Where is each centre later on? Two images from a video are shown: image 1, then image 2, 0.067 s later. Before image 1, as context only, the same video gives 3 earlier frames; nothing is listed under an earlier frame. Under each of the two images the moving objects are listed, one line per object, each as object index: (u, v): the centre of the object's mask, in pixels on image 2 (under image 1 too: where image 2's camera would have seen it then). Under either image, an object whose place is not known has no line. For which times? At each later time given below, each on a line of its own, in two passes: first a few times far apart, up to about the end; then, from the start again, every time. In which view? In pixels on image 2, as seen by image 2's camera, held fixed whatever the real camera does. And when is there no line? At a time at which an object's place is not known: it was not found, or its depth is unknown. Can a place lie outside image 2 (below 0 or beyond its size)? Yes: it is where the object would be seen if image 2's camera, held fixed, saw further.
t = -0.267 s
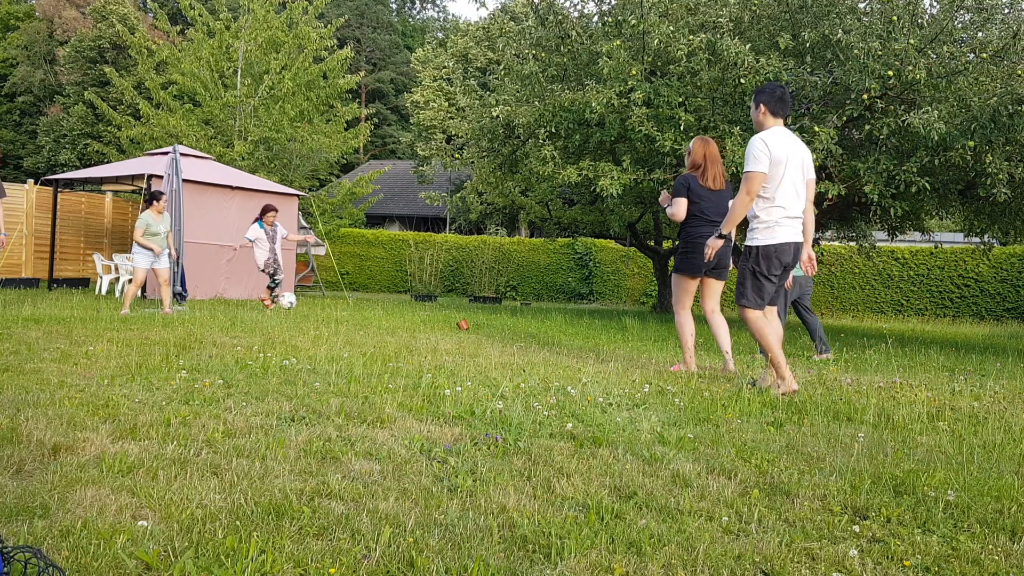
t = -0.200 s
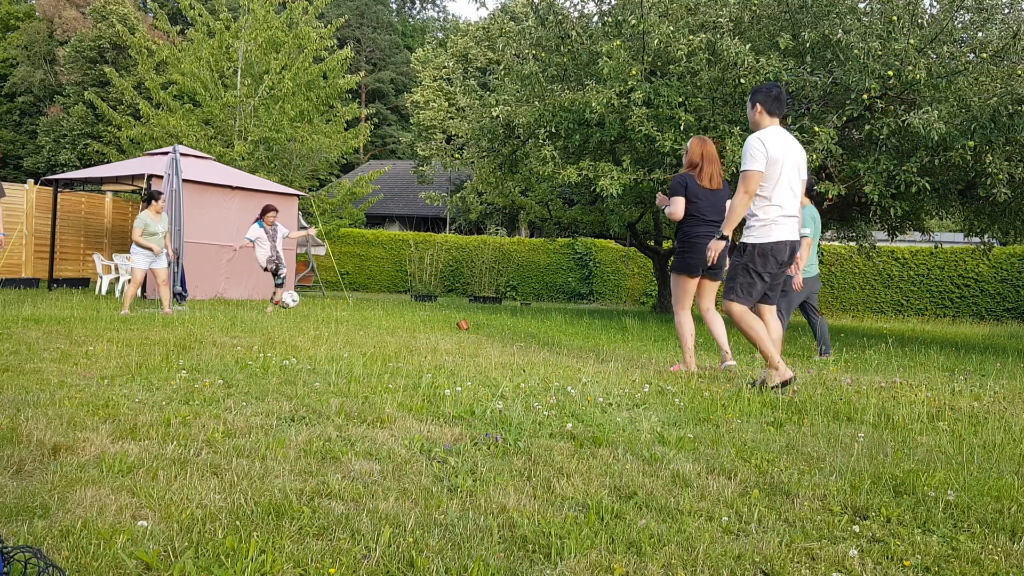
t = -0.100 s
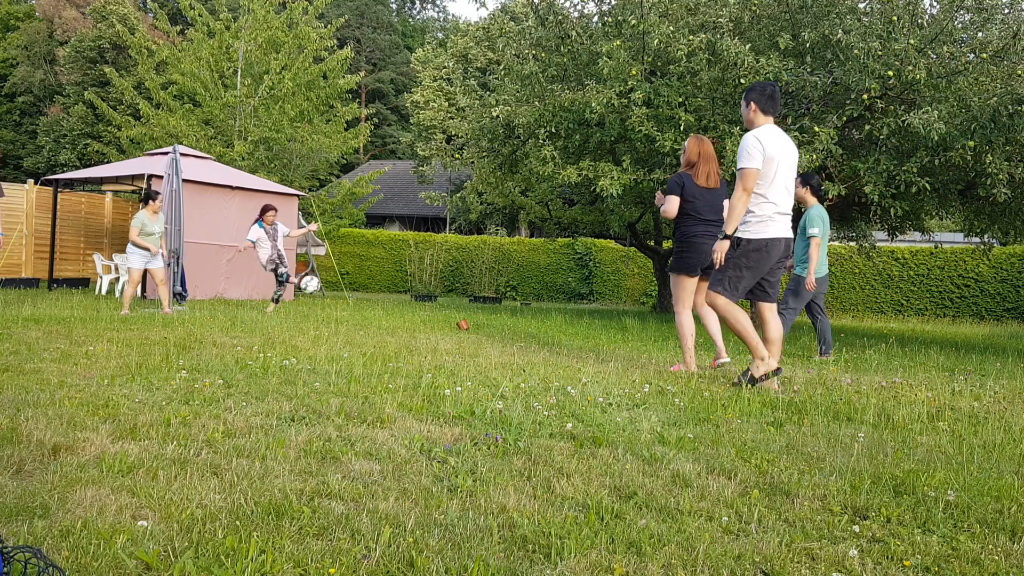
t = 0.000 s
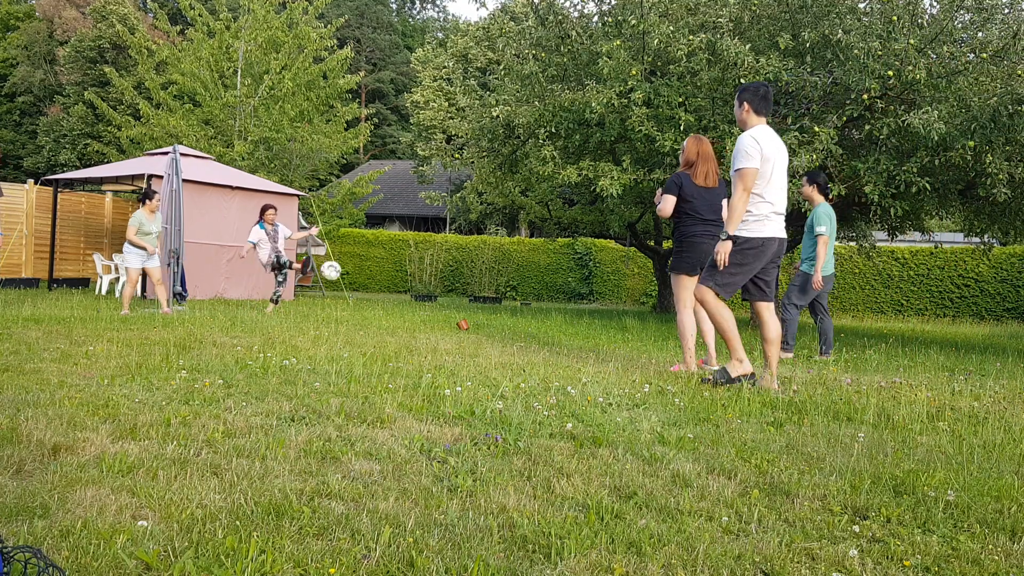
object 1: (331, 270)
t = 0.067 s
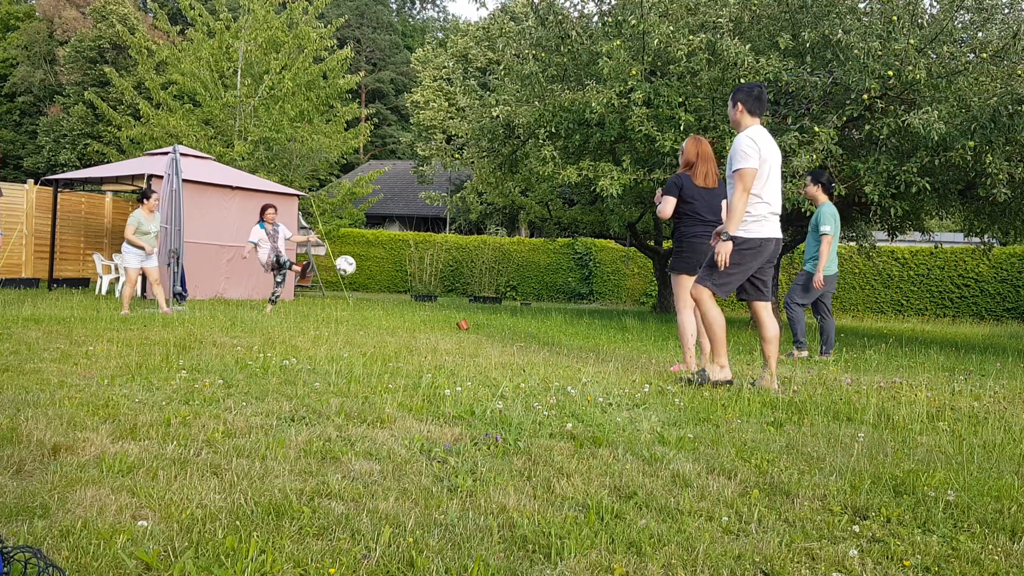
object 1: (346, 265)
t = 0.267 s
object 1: (391, 277)
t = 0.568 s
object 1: (459, 320)
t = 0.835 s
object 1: (507, 347)
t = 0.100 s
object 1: (352, 264)
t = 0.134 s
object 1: (360, 264)
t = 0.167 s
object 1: (367, 266)
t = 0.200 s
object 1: (374, 268)
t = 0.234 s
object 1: (382, 272)
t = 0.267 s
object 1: (391, 277)
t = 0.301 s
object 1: (399, 283)
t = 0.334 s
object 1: (408, 291)
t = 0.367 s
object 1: (416, 301)
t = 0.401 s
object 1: (425, 312)
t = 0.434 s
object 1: (433, 325)
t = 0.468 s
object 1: (441, 331)
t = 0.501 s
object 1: (447, 327)
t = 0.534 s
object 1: (454, 322)
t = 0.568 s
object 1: (459, 320)
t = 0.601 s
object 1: (465, 319)
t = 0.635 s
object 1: (470, 319)
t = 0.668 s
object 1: (476, 319)
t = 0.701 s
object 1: (483, 322)
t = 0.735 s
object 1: (489, 327)
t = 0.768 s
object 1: (494, 334)
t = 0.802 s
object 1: (501, 341)
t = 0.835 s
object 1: (507, 347)
